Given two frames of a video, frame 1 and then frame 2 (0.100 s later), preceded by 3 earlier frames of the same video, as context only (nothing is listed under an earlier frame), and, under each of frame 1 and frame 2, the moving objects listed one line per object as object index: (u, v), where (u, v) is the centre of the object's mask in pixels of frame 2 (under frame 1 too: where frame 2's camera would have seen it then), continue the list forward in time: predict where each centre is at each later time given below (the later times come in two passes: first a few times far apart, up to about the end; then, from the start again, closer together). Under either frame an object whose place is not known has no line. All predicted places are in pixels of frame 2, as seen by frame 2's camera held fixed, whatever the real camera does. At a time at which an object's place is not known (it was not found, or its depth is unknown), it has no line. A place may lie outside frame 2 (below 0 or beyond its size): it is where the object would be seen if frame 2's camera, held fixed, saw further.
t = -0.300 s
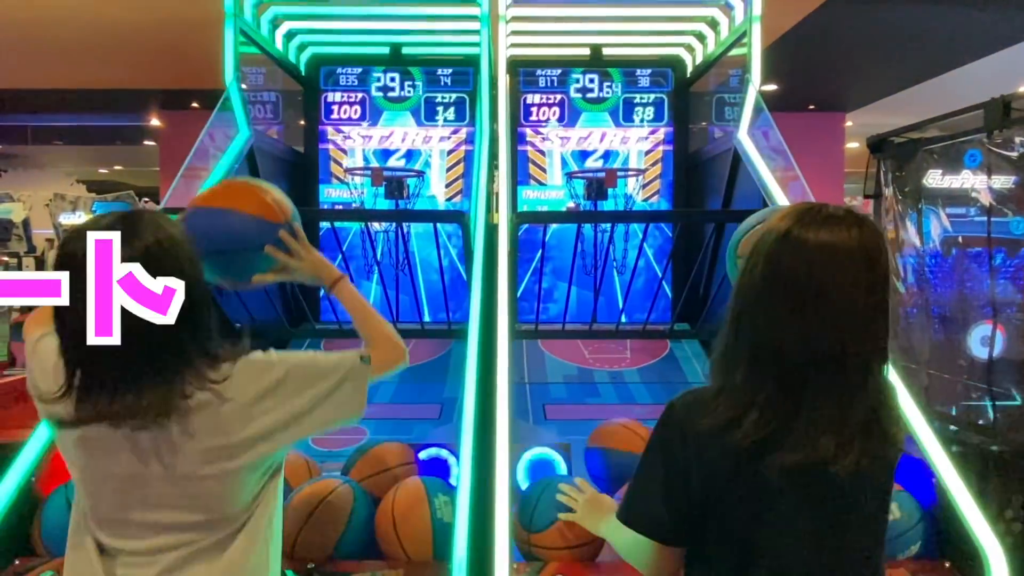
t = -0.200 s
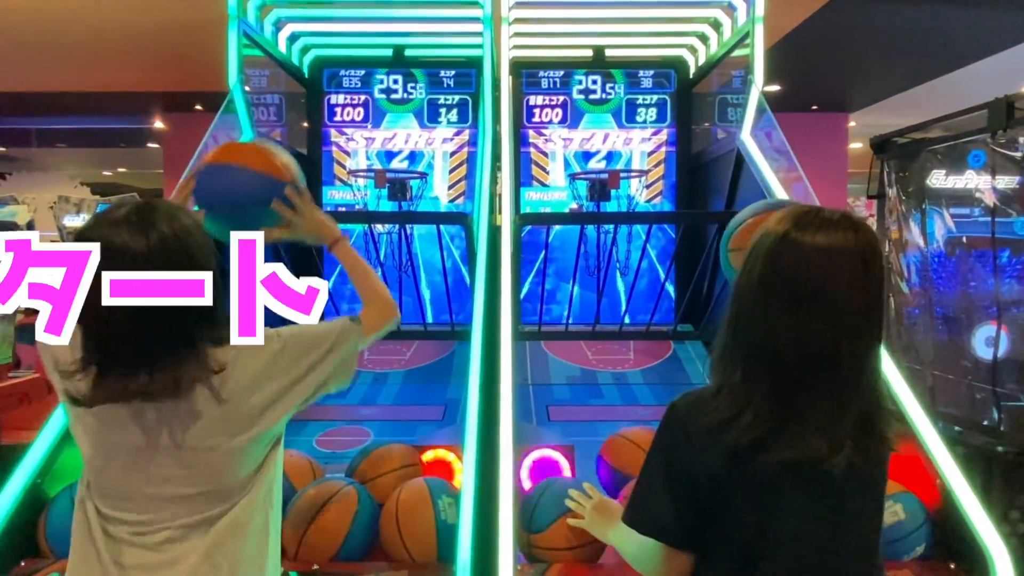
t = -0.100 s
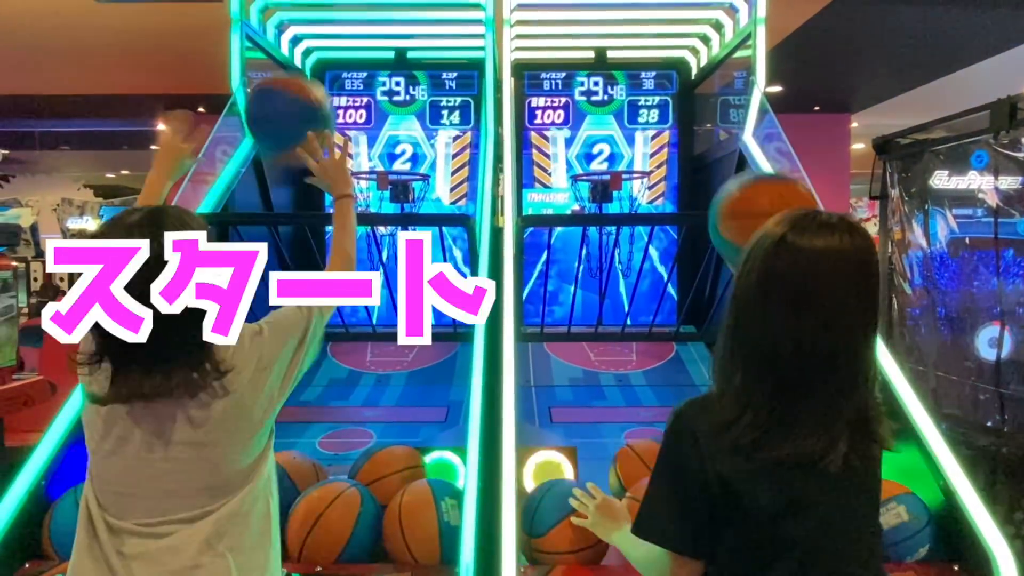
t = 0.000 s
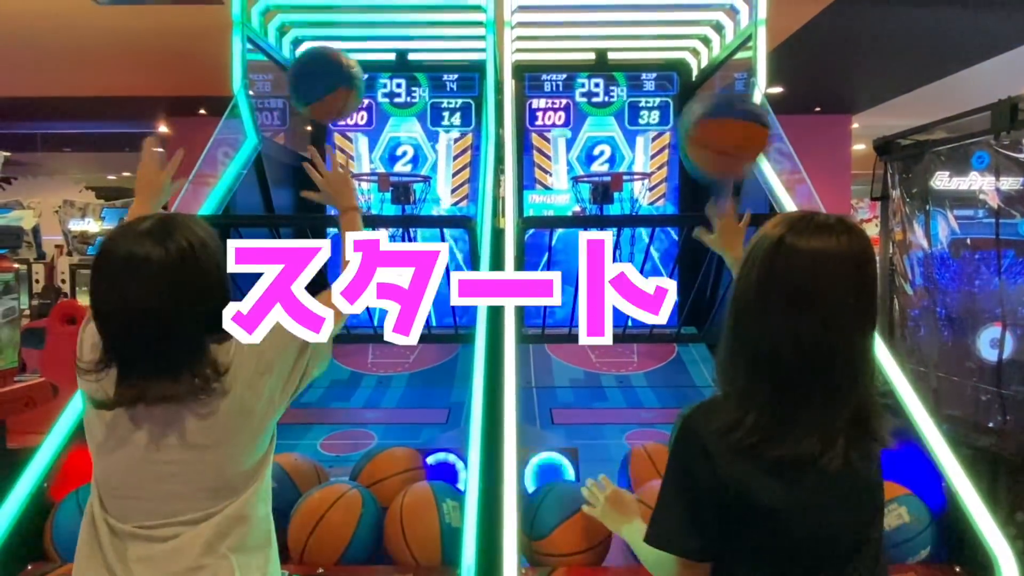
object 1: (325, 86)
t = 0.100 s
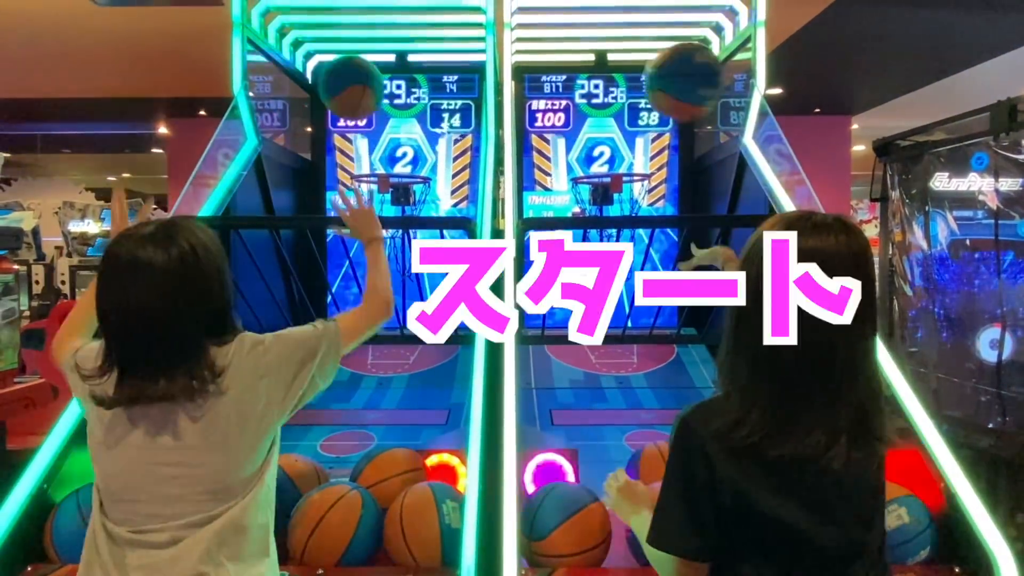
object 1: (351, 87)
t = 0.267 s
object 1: (383, 142)
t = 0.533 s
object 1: (393, 171)
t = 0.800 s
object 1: (403, 203)
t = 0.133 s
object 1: (359, 94)
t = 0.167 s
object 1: (365, 102)
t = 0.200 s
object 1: (372, 114)
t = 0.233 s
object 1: (378, 127)
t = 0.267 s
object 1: (383, 142)
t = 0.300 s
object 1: (386, 151)
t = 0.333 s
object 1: (388, 150)
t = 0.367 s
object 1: (390, 150)
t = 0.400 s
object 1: (393, 152)
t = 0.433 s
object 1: (395, 156)
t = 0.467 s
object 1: (397, 159)
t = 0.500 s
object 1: (398, 164)
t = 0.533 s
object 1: (393, 171)
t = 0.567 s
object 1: (388, 169)
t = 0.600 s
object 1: (382, 171)
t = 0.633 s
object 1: (378, 174)
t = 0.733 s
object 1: (394, 192)
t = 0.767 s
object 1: (397, 198)
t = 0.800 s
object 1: (403, 203)
